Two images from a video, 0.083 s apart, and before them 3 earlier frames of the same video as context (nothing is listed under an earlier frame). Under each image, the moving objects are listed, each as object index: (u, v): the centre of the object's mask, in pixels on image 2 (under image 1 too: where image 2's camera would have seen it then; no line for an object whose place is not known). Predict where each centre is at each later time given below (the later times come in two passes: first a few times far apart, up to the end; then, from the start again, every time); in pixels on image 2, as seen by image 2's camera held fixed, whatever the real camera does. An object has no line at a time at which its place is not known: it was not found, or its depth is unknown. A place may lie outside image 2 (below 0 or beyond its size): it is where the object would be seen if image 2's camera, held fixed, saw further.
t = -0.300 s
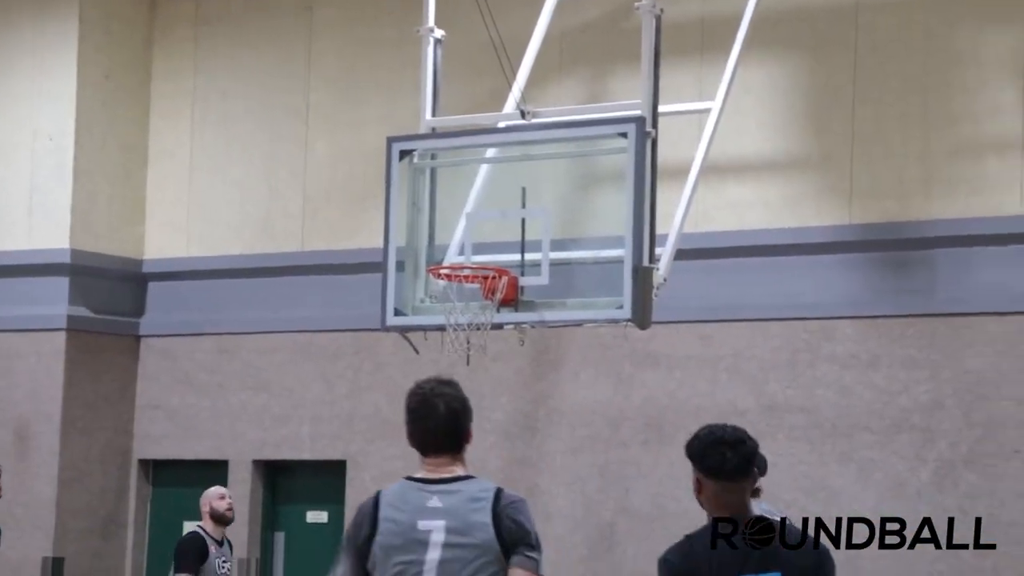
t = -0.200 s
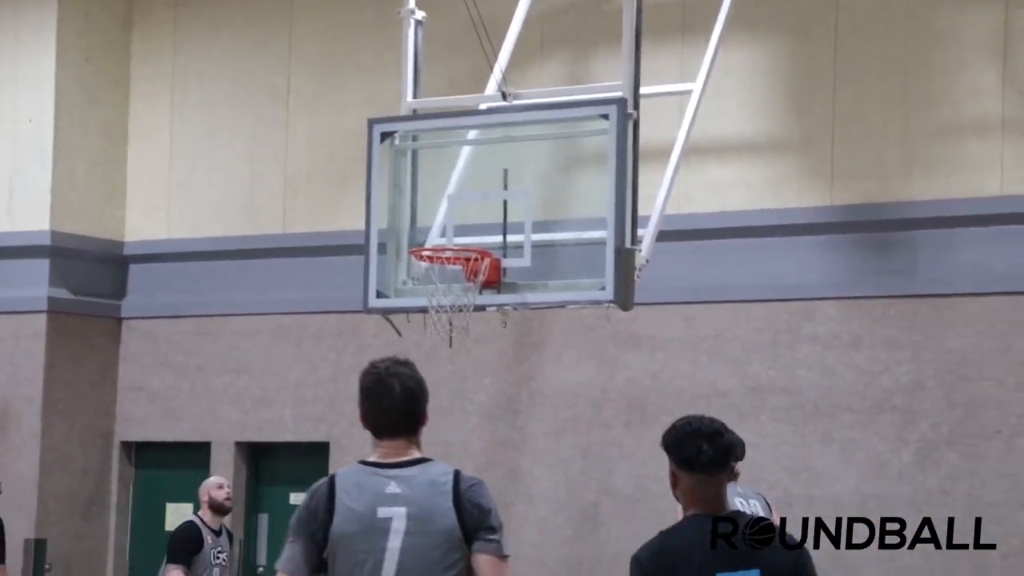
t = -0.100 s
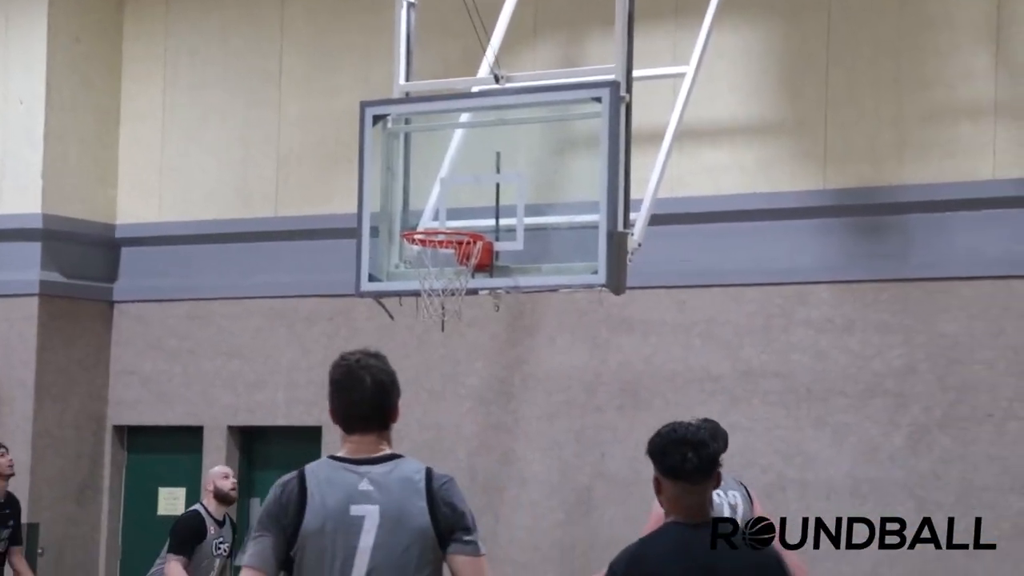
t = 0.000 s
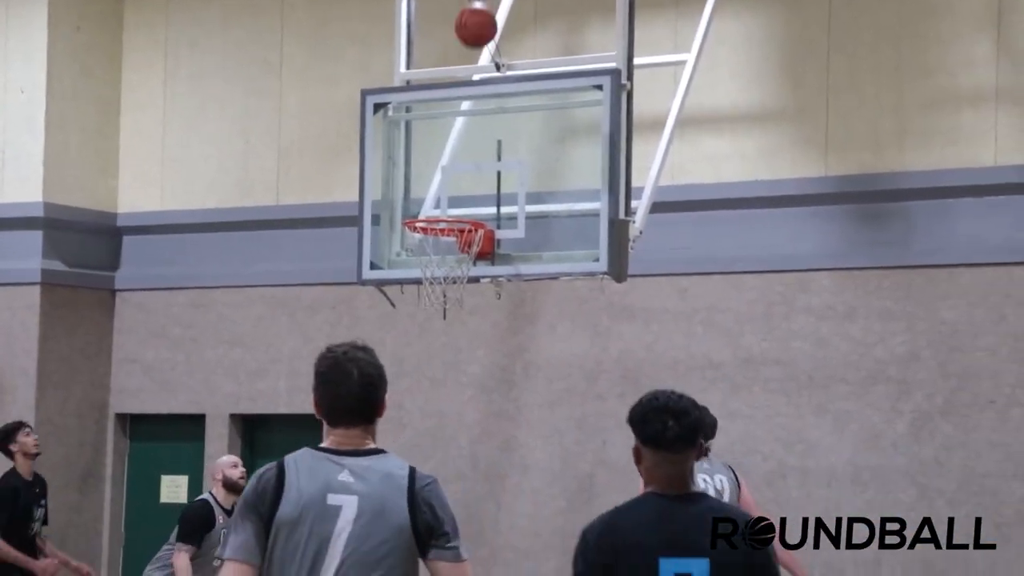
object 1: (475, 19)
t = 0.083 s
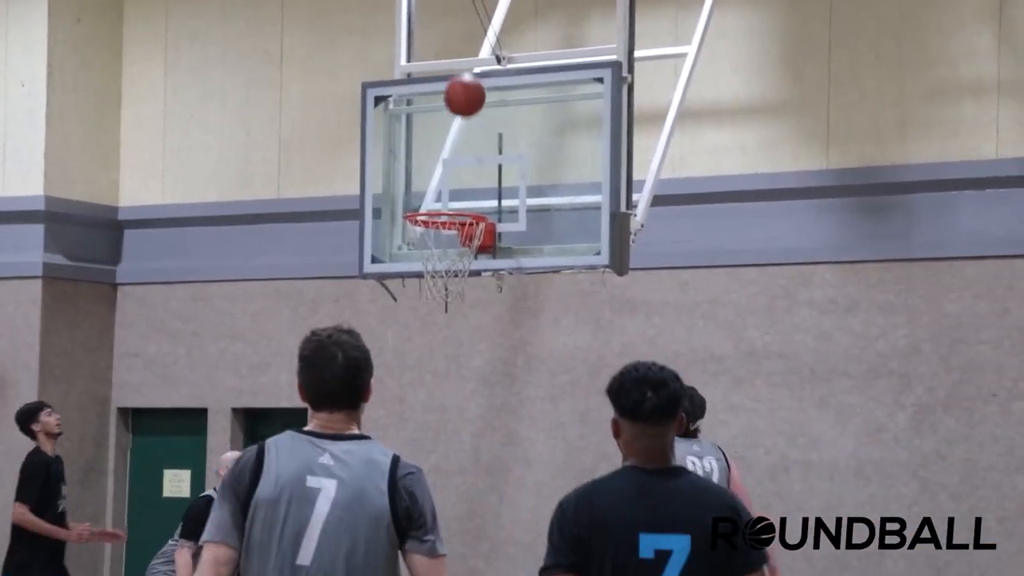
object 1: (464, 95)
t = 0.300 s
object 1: (438, 238)
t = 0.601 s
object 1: (440, 261)
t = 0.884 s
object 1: (443, 377)
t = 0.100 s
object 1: (462, 112)
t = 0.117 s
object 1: (460, 128)
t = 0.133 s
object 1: (457, 147)
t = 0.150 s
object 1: (455, 163)
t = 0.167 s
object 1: (453, 180)
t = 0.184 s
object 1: (450, 196)
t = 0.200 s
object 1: (449, 217)
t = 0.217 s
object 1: (446, 223)
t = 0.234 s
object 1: (444, 231)
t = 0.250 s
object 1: (441, 235)
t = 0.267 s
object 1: (438, 240)
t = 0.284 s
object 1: (438, 239)
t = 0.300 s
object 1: (438, 238)
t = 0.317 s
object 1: (438, 236)
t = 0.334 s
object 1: (438, 234)
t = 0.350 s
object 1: (438, 232)
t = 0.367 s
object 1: (439, 231)
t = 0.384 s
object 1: (439, 230)
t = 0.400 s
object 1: (438, 230)
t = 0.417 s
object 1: (439, 231)
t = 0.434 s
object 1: (438, 232)
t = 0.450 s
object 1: (439, 233)
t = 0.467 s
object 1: (439, 235)
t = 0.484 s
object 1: (440, 237)
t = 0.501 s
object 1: (439, 240)
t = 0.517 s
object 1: (439, 242)
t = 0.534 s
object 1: (440, 246)
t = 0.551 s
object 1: (440, 250)
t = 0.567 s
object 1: (441, 256)
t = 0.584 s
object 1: (441, 258)
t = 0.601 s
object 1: (440, 261)
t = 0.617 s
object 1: (440, 264)
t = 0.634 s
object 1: (441, 268)
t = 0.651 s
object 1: (441, 272)
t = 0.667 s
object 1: (441, 277)
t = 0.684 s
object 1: (441, 282)
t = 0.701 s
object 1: (441, 287)
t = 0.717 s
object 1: (441, 293)
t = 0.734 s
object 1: (442, 299)
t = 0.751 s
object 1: (442, 306)
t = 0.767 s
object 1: (443, 315)
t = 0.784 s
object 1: (443, 321)
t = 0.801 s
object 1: (443, 330)
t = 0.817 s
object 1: (443, 339)
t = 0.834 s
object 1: (443, 347)
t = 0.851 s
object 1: (443, 357)
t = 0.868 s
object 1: (443, 367)
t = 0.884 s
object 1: (443, 377)
